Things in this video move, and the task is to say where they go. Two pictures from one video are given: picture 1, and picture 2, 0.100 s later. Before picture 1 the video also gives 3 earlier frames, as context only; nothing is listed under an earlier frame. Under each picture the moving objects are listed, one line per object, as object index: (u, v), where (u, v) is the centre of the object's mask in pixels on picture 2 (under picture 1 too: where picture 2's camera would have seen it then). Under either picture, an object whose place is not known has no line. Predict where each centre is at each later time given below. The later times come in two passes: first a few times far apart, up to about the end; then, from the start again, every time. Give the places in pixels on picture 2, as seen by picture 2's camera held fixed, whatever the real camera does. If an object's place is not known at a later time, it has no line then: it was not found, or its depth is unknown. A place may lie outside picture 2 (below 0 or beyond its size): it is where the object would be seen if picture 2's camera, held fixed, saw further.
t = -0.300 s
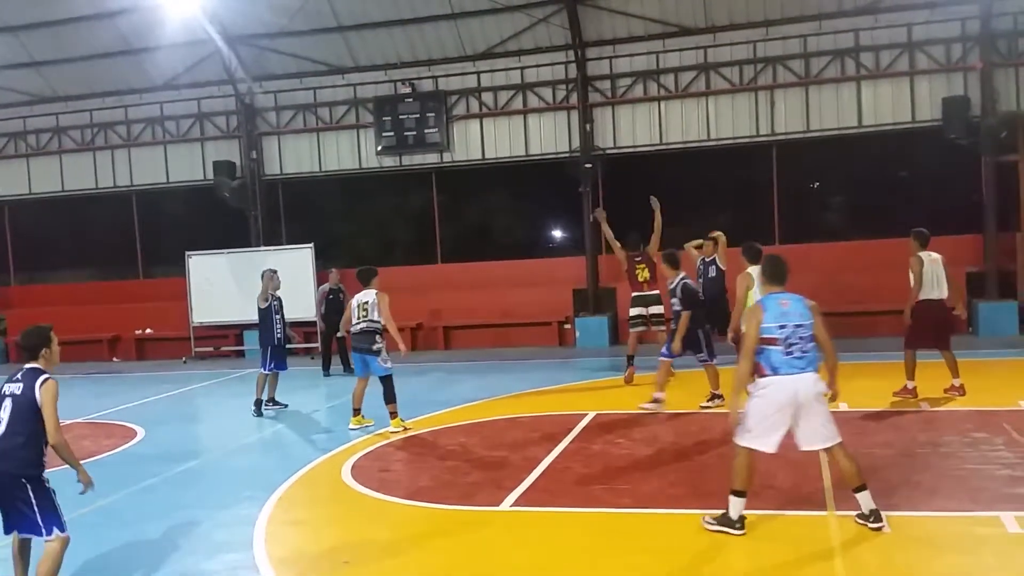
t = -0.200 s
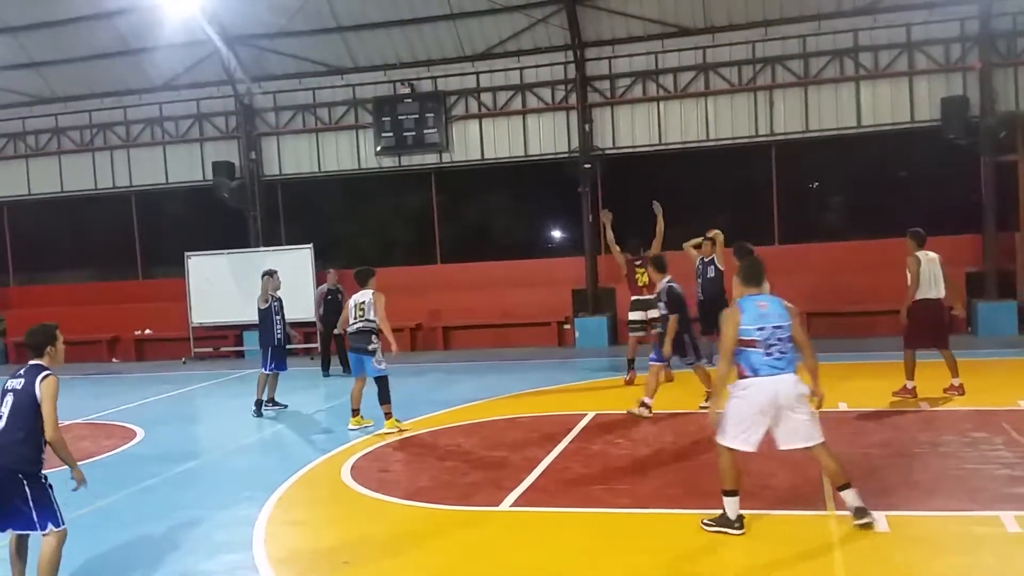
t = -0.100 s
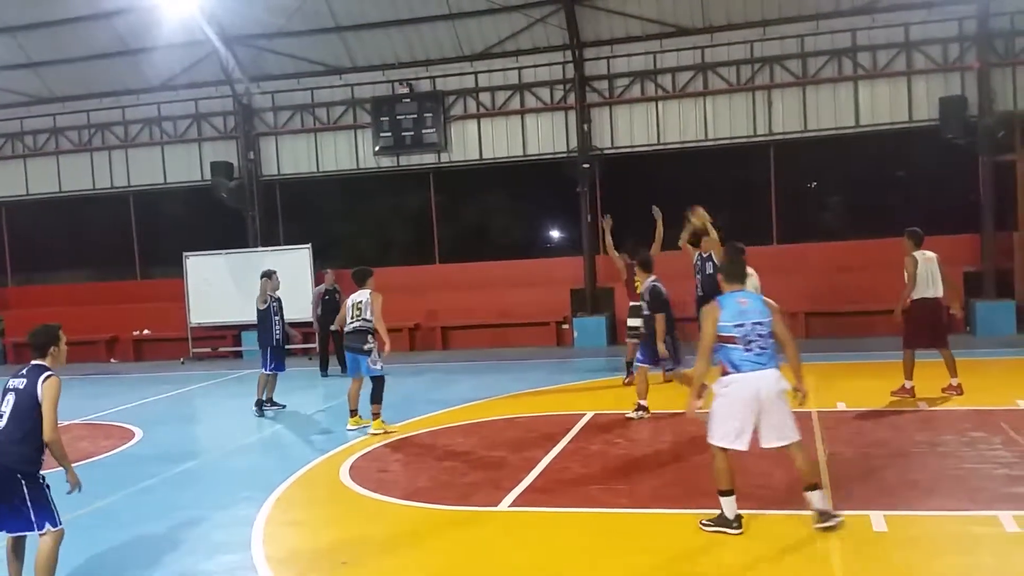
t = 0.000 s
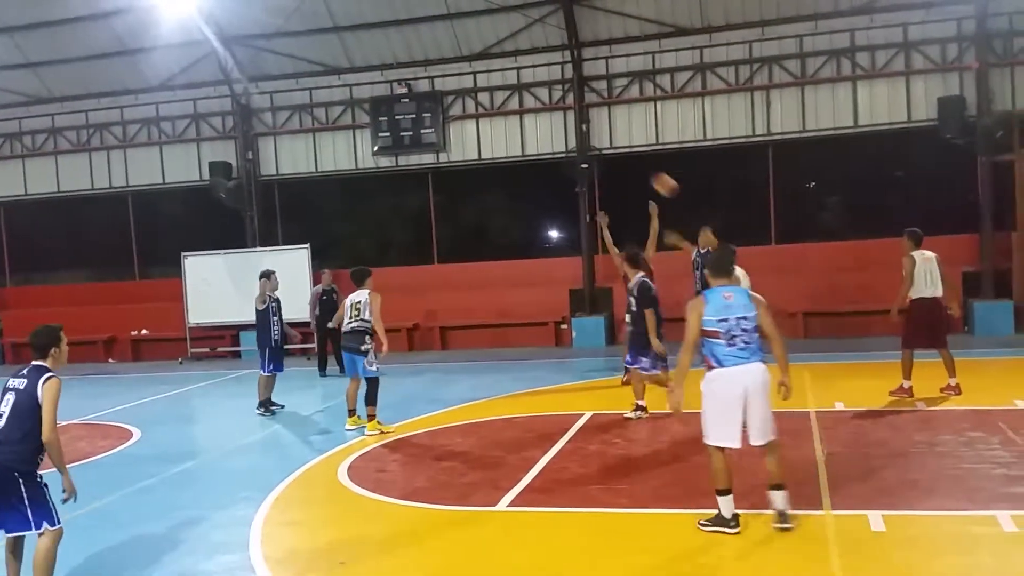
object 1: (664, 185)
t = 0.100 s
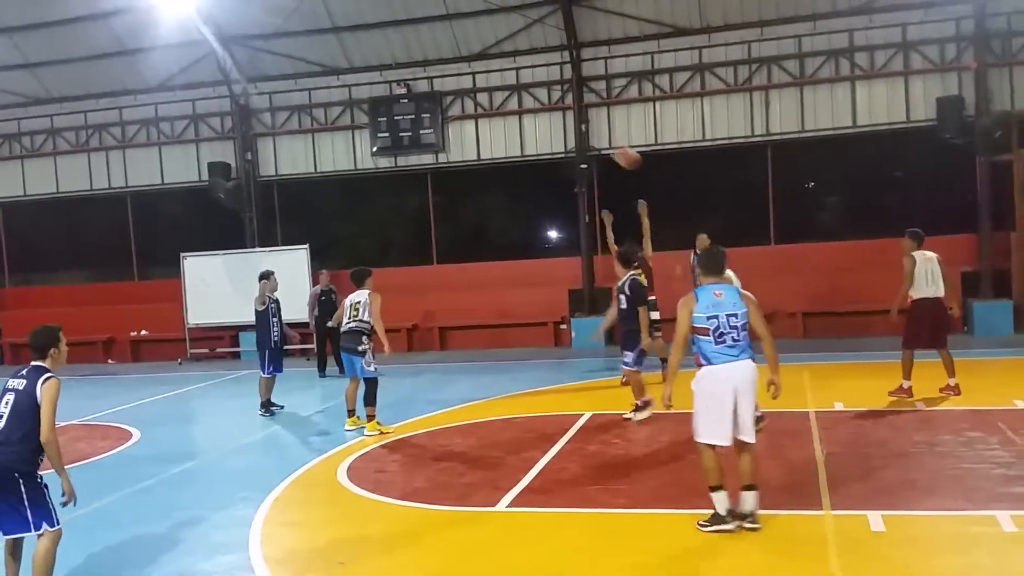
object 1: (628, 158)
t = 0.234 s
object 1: (568, 128)
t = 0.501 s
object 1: (403, 111)
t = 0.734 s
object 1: (174, 184)
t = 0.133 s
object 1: (613, 152)
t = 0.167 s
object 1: (594, 142)
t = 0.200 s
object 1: (583, 134)
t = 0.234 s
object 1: (568, 128)
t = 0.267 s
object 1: (548, 122)
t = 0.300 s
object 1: (531, 117)
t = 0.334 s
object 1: (513, 113)
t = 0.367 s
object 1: (491, 111)
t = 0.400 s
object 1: (473, 109)
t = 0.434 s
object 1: (451, 109)
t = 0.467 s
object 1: (427, 109)
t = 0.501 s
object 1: (403, 111)
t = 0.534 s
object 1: (376, 114)
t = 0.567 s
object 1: (350, 120)
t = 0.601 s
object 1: (320, 127)
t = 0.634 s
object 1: (287, 136)
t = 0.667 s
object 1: (253, 149)
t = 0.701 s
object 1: (219, 163)
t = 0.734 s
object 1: (174, 184)
